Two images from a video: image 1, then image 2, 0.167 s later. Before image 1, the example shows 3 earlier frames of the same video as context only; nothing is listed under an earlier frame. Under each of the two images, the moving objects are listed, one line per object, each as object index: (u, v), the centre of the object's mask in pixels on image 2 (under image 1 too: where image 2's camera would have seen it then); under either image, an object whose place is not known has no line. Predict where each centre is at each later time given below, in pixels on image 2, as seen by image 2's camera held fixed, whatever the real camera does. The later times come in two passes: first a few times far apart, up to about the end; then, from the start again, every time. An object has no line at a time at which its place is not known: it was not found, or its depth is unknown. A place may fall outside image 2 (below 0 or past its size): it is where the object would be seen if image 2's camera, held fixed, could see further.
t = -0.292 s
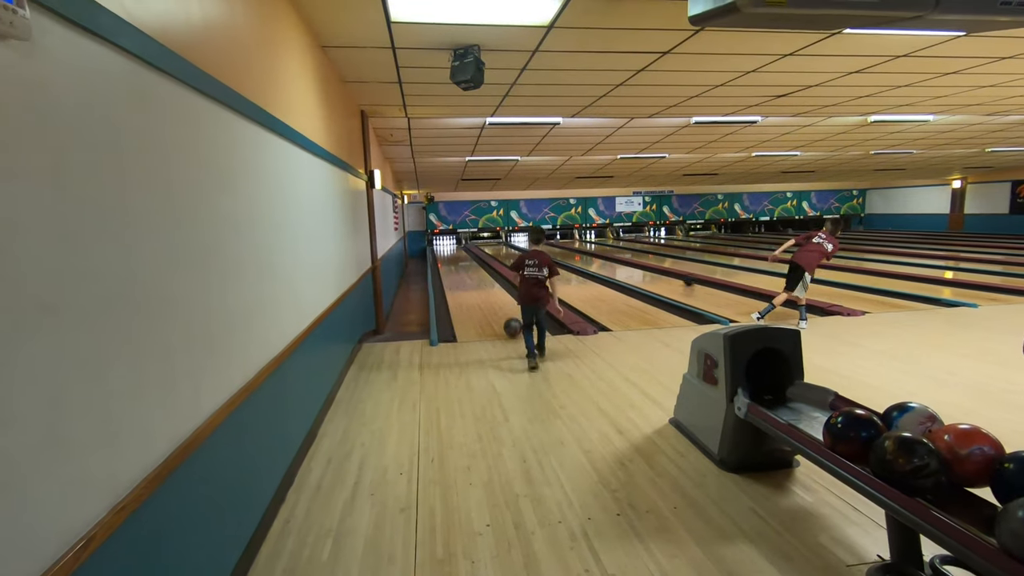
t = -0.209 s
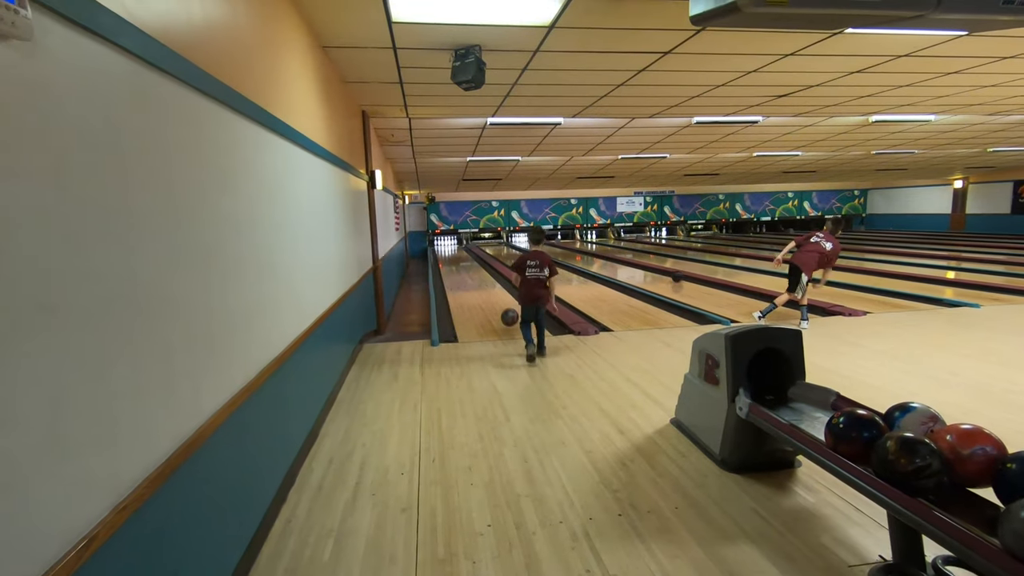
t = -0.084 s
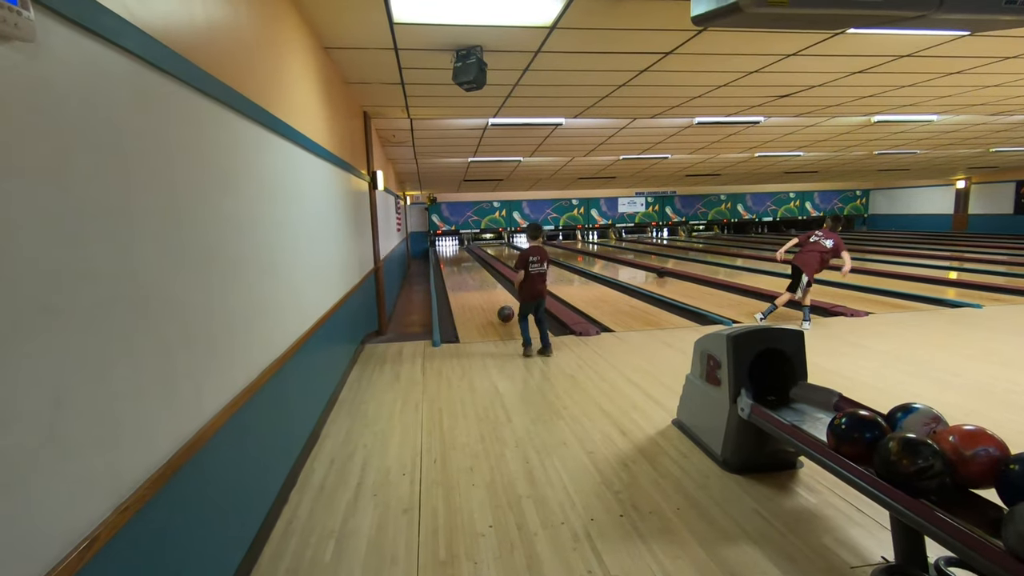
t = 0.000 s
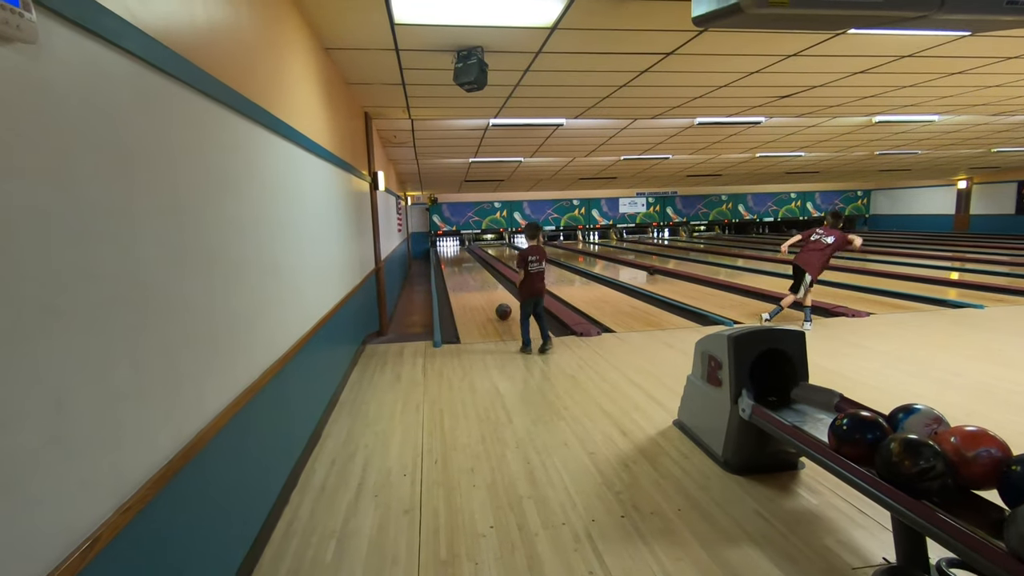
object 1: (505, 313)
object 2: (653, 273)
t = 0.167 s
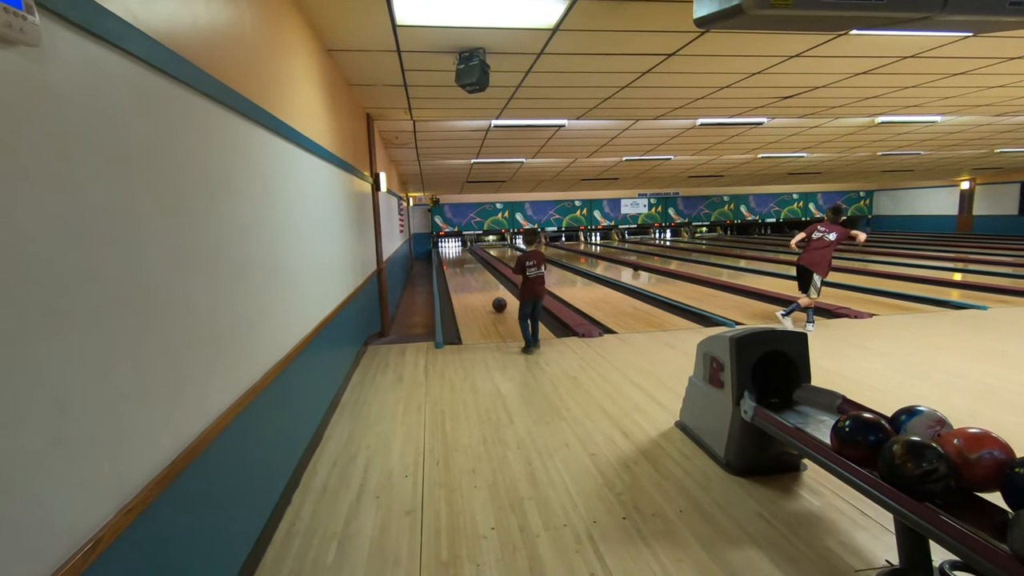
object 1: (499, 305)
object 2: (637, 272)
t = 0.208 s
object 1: (498, 303)
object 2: (632, 269)
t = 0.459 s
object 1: (491, 294)
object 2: (612, 262)
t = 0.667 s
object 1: (487, 288)
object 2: (597, 260)
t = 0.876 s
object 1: (483, 283)
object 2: (587, 256)
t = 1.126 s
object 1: (479, 277)
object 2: (574, 251)
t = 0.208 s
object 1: (498, 303)
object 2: (632, 269)
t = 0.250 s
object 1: (497, 301)
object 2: (629, 269)
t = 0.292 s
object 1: (495, 300)
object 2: (625, 267)
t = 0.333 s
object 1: (494, 298)
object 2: (621, 266)
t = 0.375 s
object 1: (493, 297)
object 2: (618, 264)
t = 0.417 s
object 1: (492, 295)
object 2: (615, 262)
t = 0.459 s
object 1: (491, 294)
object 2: (612, 262)
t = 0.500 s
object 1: (490, 293)
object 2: (609, 261)
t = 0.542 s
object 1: (489, 291)
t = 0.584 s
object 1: (489, 290)
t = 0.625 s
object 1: (488, 289)
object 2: (599, 260)
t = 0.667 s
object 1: (487, 288)
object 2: (597, 260)
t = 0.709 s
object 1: (486, 287)
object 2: (595, 260)
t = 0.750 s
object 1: (485, 286)
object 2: (593, 258)
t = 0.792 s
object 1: (485, 285)
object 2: (591, 257)
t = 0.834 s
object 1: (484, 284)
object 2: (589, 256)
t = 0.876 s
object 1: (483, 283)
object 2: (587, 256)
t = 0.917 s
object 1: (483, 282)
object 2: (585, 255)
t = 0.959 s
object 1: (482, 281)
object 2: (583, 254)
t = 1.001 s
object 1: (481, 280)
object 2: (580, 252)
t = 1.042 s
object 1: (481, 279)
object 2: (577, 251)
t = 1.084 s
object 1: (480, 279)
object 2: (576, 251)
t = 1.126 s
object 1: (479, 277)
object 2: (574, 251)
